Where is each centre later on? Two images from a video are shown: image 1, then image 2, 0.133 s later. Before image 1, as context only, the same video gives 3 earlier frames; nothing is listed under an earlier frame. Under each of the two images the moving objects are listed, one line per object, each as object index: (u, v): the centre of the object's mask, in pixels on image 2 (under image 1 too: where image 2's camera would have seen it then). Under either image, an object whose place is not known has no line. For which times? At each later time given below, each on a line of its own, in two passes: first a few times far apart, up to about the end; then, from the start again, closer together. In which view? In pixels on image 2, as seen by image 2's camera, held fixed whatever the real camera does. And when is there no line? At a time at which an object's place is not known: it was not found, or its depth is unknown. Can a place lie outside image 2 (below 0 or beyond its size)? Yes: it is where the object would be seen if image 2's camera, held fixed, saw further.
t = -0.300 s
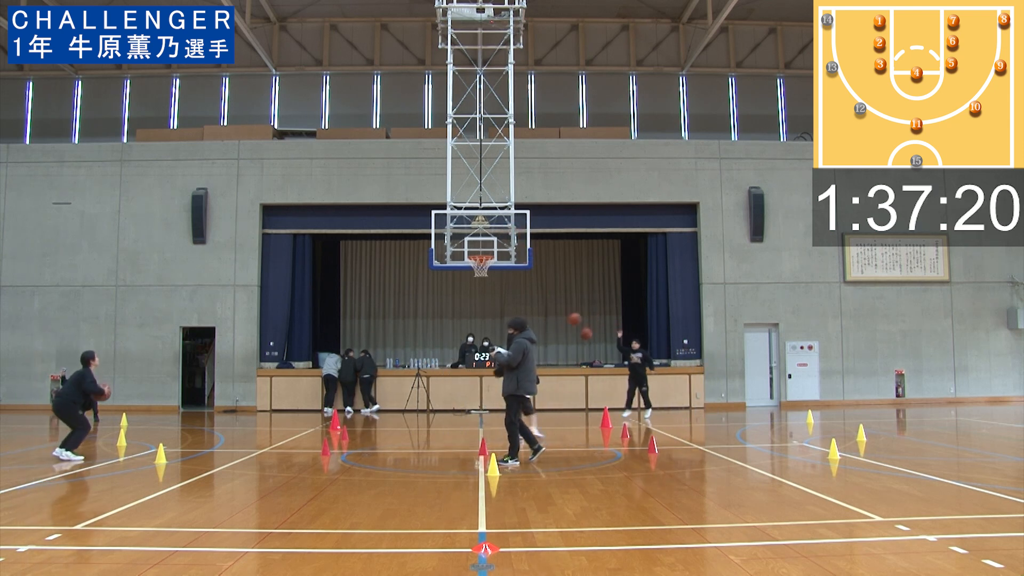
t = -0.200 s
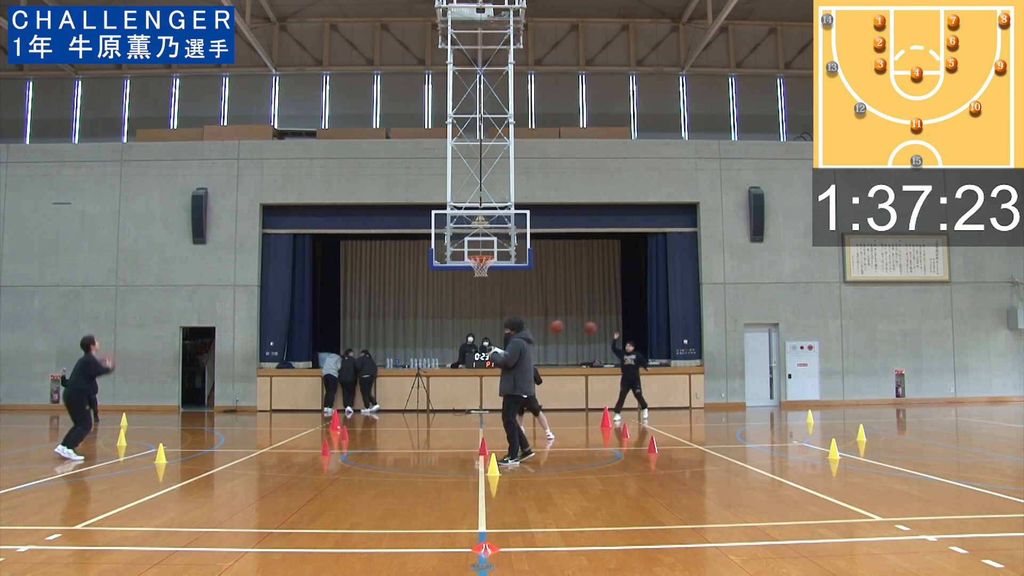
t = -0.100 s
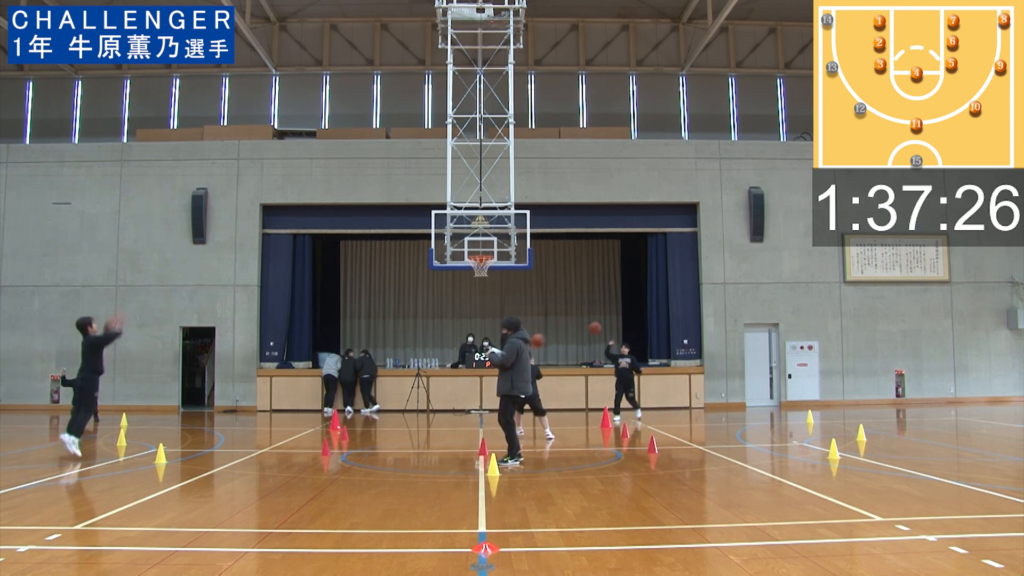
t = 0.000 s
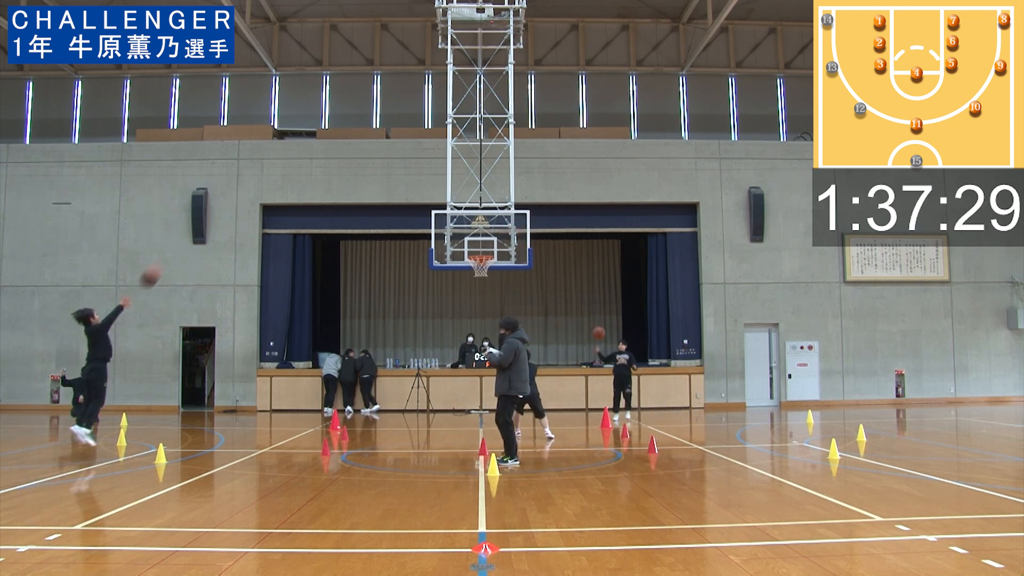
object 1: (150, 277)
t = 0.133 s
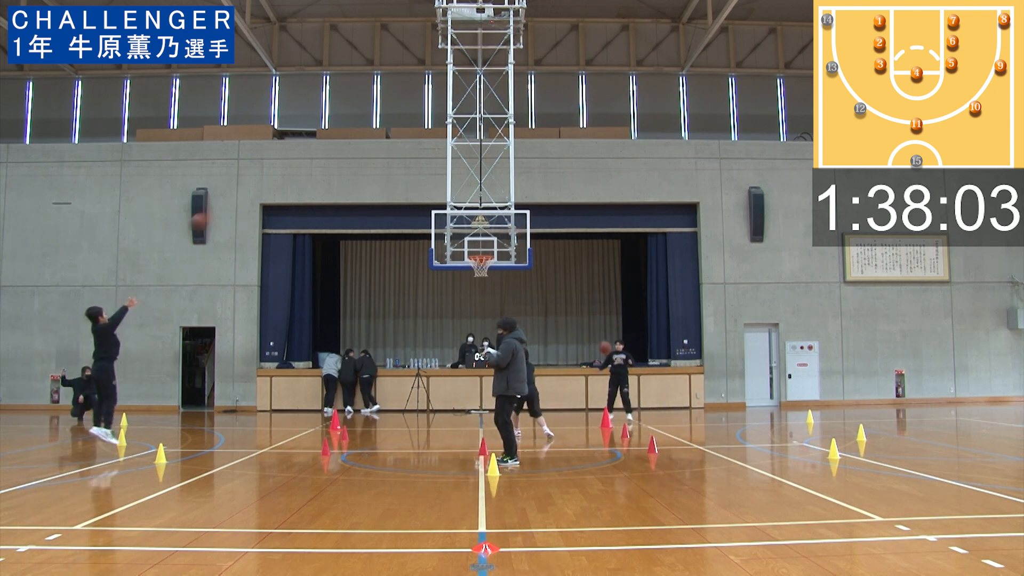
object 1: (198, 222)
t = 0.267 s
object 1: (244, 183)
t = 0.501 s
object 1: (311, 149)
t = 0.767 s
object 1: (378, 152)
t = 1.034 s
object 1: (437, 193)
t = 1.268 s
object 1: (481, 257)
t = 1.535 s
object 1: (488, 292)
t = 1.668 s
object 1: (487, 319)
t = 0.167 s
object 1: (211, 210)
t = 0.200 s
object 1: (223, 200)
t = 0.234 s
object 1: (233, 192)
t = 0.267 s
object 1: (244, 183)
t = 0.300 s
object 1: (254, 176)
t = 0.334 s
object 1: (264, 170)
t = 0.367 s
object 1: (274, 164)
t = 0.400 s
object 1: (284, 159)
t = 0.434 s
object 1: (293, 155)
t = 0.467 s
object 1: (302, 152)
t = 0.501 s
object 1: (311, 149)
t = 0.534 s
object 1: (320, 147)
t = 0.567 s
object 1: (329, 146)
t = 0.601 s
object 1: (338, 145)
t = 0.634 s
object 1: (346, 145)
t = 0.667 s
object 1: (355, 146)
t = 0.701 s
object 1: (363, 147)
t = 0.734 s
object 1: (371, 150)
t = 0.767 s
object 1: (378, 152)
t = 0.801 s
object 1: (386, 155)
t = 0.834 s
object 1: (394, 159)
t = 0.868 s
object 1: (401, 163)
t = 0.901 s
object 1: (409, 168)
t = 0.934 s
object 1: (416, 173)
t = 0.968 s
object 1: (423, 179)
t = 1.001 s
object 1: (430, 186)
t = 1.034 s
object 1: (437, 193)
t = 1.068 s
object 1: (443, 201)
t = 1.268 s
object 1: (481, 257)
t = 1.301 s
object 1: (488, 267)
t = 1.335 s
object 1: (489, 269)
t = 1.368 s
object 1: (489, 272)
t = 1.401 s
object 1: (489, 275)
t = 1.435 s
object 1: (488, 278)
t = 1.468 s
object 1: (489, 282)
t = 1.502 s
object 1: (488, 287)
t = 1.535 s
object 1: (488, 292)
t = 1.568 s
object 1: (488, 298)
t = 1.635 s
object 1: (488, 312)
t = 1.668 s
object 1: (487, 319)
